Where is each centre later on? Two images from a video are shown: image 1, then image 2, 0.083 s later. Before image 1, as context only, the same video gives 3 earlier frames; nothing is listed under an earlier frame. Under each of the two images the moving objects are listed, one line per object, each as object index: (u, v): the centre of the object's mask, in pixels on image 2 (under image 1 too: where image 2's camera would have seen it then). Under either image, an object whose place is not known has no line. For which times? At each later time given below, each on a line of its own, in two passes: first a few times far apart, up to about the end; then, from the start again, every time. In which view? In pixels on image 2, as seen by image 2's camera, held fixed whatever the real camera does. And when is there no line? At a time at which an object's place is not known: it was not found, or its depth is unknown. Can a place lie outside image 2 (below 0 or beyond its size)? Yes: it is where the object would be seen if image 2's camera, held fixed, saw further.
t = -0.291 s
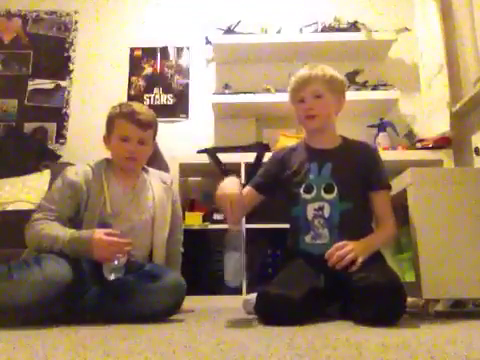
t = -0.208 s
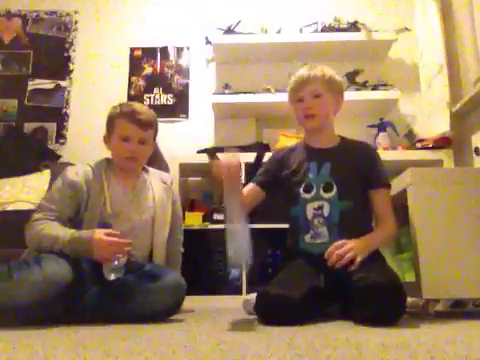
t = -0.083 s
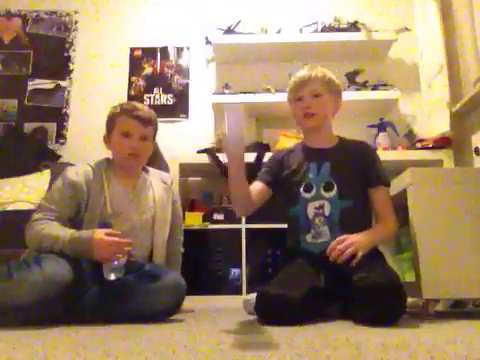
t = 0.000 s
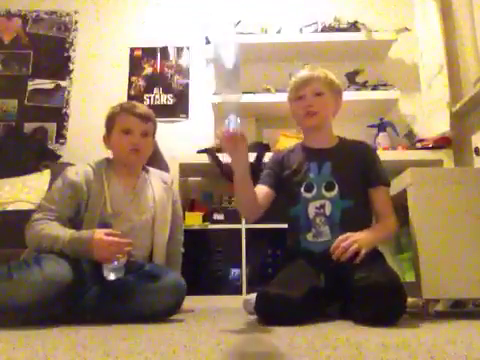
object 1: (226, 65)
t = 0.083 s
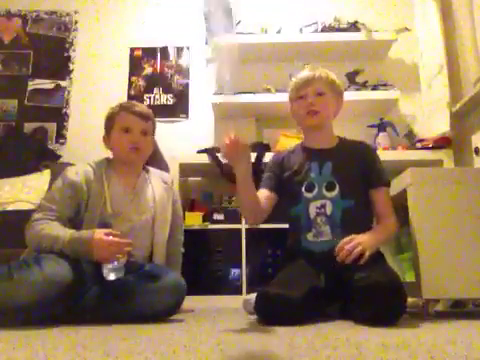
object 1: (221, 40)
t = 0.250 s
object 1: (200, 20)
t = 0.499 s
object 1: (165, 292)
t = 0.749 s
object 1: (148, 333)
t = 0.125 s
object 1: (218, 27)
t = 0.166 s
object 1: (211, 11)
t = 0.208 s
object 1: (205, 14)
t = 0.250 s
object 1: (200, 20)
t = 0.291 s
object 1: (194, 30)
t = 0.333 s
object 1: (190, 51)
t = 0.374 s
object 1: (185, 80)
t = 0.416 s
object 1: (177, 134)
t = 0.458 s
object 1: (171, 229)
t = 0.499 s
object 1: (165, 292)
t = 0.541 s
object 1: (162, 318)
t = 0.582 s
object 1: (156, 328)
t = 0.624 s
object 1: (154, 326)
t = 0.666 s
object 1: (152, 328)
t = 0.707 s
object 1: (149, 332)
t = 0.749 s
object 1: (148, 333)
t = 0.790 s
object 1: (146, 332)
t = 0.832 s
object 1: (144, 330)
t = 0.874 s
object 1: (142, 329)
